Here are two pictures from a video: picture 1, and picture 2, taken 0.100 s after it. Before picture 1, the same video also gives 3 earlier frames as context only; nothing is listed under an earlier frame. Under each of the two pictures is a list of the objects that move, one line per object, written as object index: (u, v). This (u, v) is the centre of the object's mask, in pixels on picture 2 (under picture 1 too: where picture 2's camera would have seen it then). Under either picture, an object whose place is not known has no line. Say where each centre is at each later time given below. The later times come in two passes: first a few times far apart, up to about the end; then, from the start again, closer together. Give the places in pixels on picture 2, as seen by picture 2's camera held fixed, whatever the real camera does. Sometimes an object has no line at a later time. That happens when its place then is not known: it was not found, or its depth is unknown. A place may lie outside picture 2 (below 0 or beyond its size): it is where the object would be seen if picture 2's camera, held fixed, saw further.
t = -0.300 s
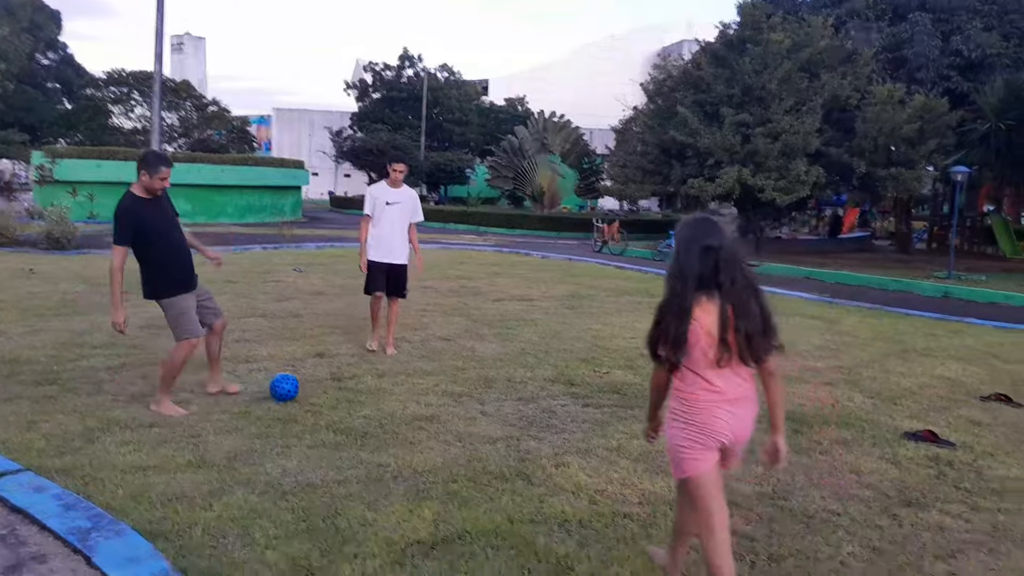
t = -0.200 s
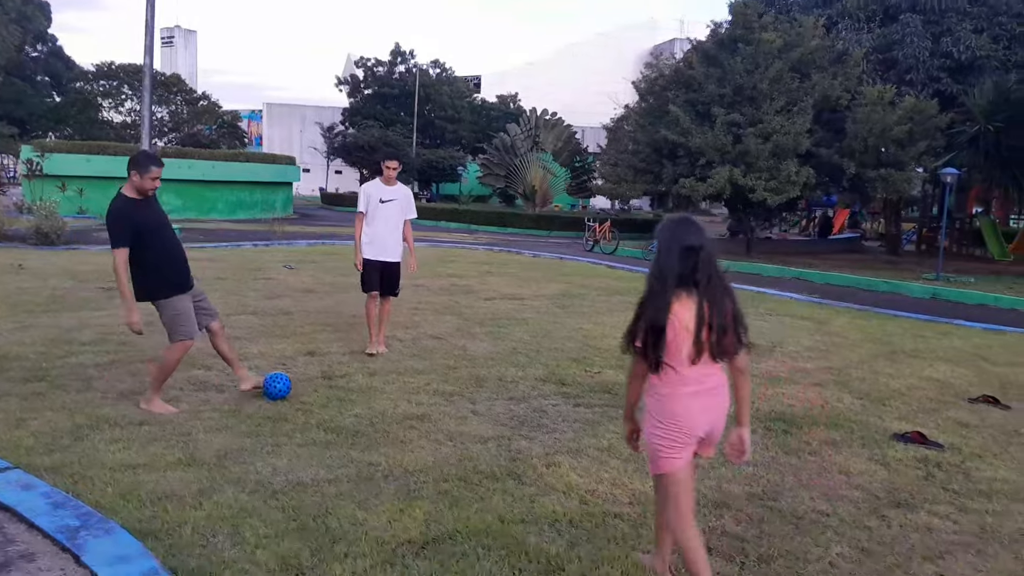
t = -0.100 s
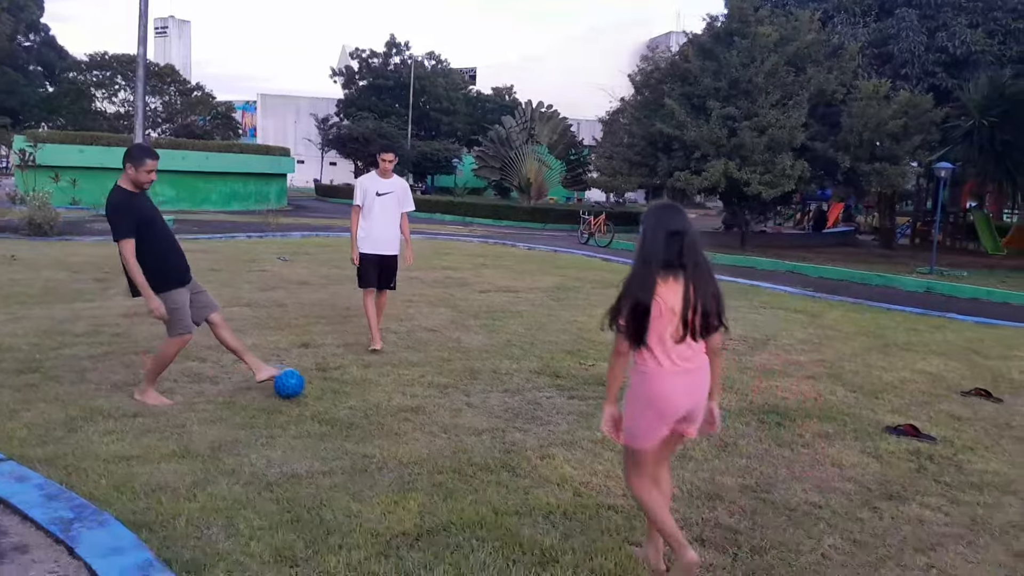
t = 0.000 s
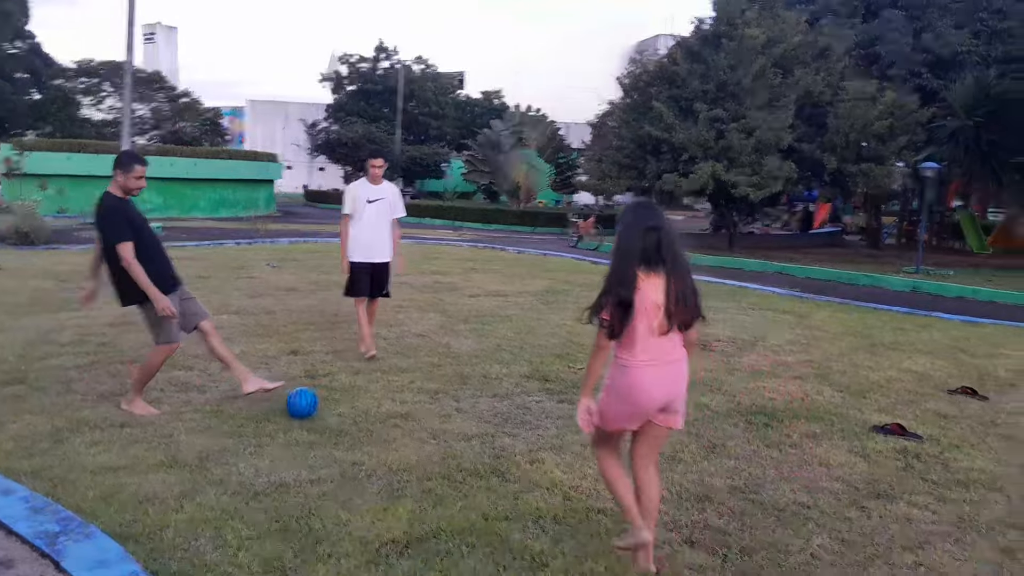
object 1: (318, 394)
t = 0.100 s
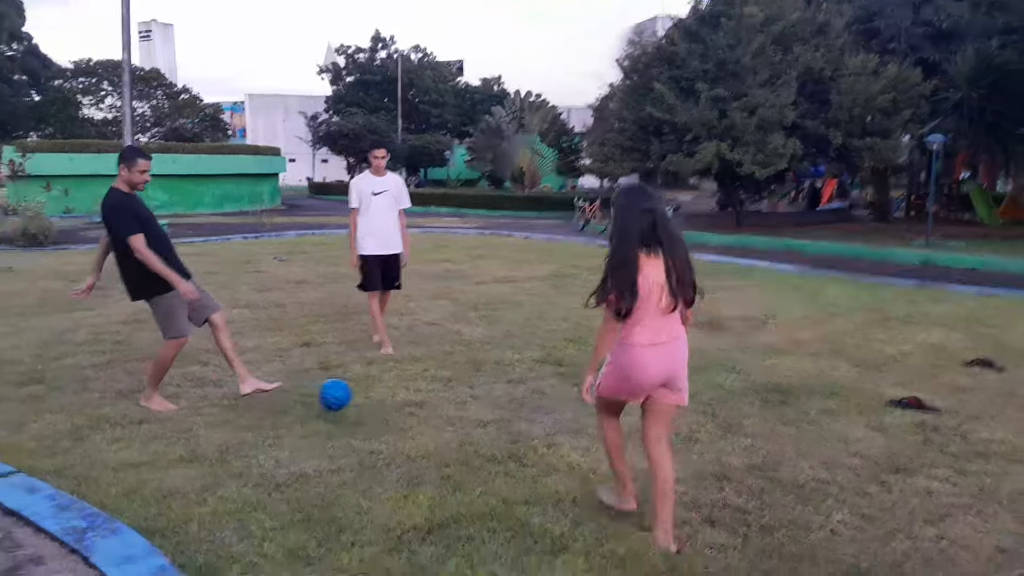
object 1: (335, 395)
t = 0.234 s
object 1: (361, 418)
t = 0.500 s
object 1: (419, 440)
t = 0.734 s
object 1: (471, 462)
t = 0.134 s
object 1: (342, 398)
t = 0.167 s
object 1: (349, 404)
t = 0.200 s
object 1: (355, 412)
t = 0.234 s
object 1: (361, 418)
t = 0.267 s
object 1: (367, 421)
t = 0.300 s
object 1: (374, 422)
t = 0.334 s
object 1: (381, 423)
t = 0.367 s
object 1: (388, 426)
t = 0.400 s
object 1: (396, 429)
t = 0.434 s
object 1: (405, 435)
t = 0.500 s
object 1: (419, 440)
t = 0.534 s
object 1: (425, 443)
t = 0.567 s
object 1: (432, 446)
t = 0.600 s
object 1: (440, 449)
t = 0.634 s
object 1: (447, 452)
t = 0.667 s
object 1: (454, 455)
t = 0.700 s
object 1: (463, 458)
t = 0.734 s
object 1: (471, 462)
